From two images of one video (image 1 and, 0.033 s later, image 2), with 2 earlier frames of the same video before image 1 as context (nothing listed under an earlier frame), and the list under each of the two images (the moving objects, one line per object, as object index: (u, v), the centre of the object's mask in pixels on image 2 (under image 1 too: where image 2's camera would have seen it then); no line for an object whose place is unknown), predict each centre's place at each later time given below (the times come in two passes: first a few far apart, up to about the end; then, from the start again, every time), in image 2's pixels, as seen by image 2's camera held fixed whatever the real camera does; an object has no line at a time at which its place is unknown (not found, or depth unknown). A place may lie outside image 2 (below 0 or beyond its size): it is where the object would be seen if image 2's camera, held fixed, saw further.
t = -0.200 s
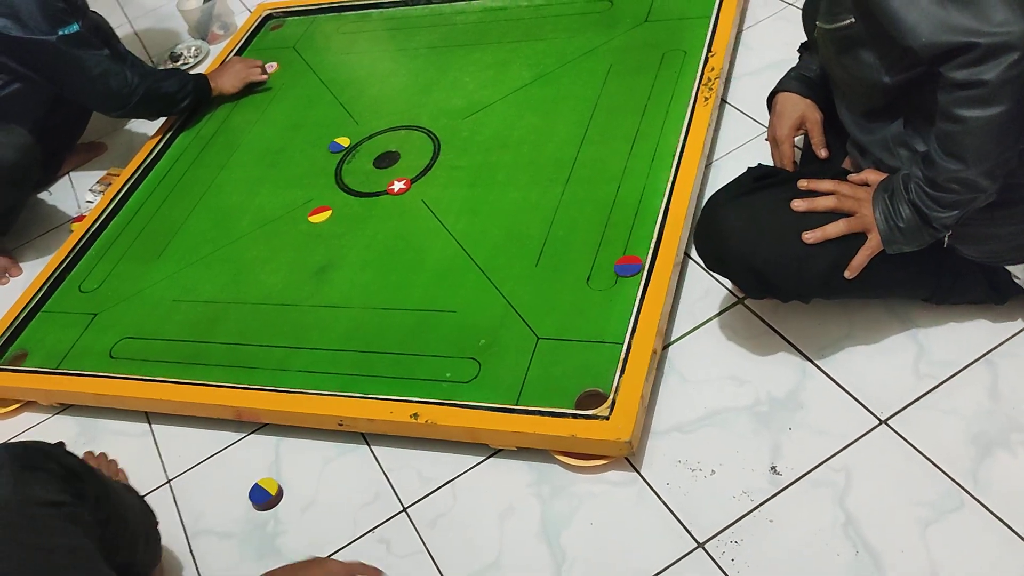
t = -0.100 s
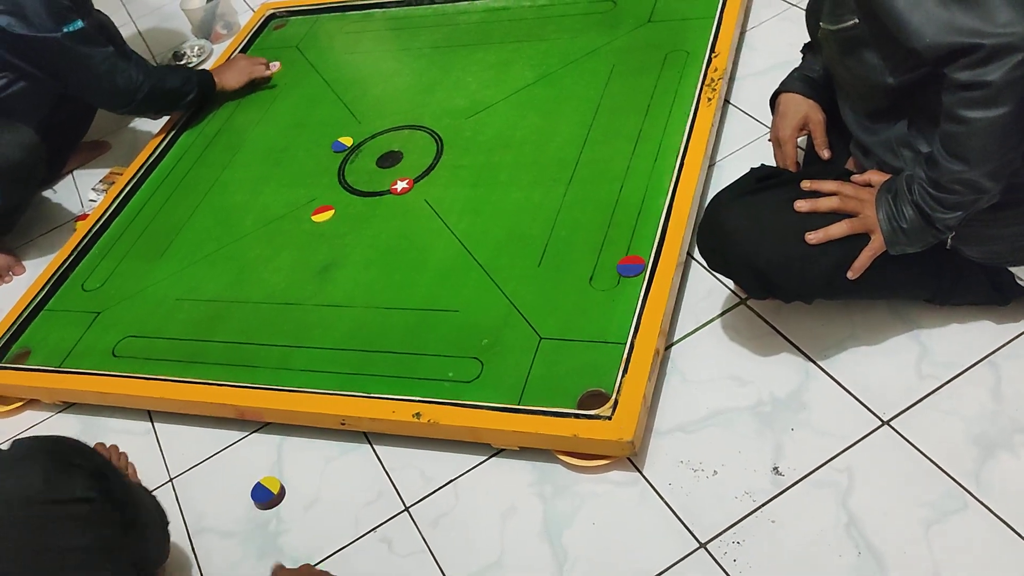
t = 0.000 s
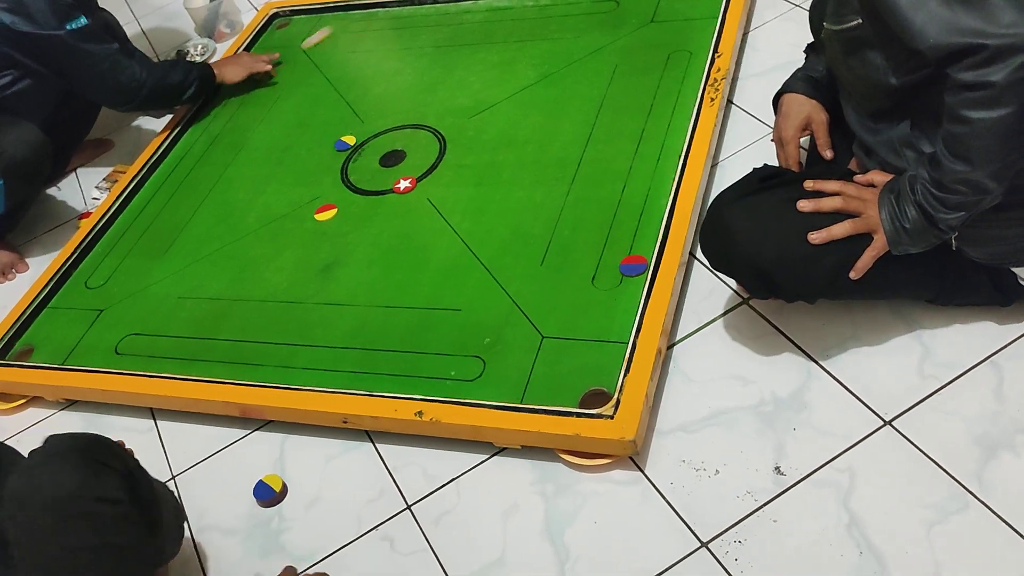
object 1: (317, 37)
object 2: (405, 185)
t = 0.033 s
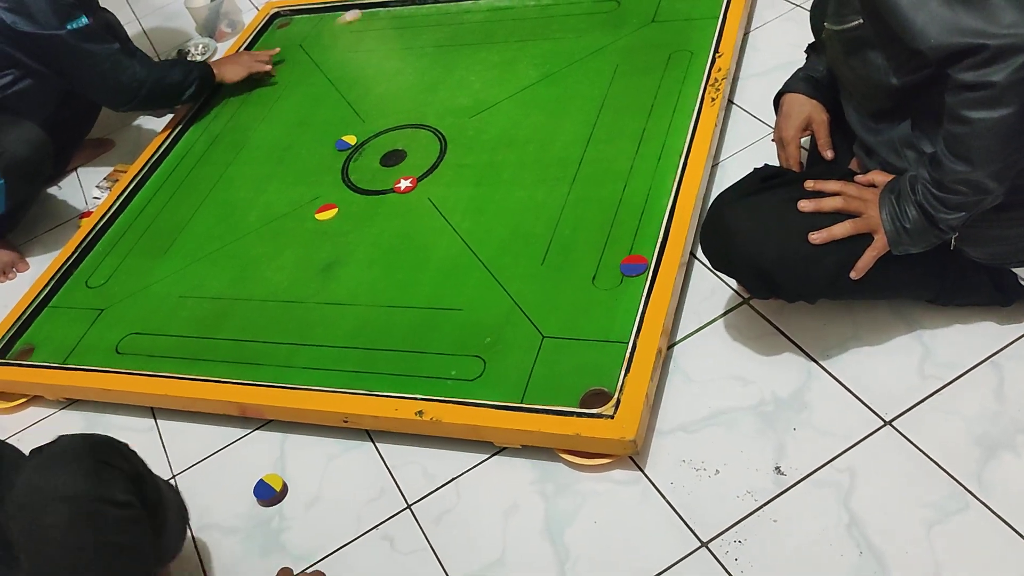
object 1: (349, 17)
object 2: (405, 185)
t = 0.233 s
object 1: (376, 91)
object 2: (405, 184)
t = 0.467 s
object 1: (393, 177)
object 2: (424, 220)
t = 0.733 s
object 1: (373, 199)
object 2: (514, 392)
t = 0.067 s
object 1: (356, 25)
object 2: (405, 185)
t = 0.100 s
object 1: (360, 37)
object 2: (405, 185)
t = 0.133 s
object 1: (363, 50)
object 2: (405, 185)
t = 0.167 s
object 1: (367, 63)
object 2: (405, 185)
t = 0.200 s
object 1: (371, 77)
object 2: (405, 184)
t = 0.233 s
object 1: (376, 91)
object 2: (405, 184)
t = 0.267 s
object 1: (380, 106)
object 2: (405, 185)
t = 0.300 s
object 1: (385, 122)
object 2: (405, 185)
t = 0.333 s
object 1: (389, 139)
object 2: (405, 185)
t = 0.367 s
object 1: (394, 155)
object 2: (405, 185)
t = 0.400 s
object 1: (398, 171)
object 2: (406, 187)
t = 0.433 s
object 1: (396, 174)
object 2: (414, 202)
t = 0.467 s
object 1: (393, 177)
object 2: (424, 220)
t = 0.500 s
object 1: (391, 180)
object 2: (433, 238)
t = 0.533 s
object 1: (389, 183)
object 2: (442, 258)
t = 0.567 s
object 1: (386, 185)
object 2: (452, 278)
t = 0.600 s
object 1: (383, 188)
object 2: (463, 299)
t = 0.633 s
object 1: (381, 191)
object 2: (475, 322)
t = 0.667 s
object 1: (378, 193)
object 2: (486, 346)
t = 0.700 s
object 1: (376, 196)
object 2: (499, 371)
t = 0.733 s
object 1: (373, 199)
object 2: (514, 392)
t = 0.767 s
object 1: (371, 201)
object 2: (533, 381)
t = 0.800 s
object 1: (368, 204)
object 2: (553, 367)
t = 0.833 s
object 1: (366, 207)
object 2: (572, 354)
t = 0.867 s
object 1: (362, 209)
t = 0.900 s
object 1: (360, 212)
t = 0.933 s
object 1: (357, 215)
